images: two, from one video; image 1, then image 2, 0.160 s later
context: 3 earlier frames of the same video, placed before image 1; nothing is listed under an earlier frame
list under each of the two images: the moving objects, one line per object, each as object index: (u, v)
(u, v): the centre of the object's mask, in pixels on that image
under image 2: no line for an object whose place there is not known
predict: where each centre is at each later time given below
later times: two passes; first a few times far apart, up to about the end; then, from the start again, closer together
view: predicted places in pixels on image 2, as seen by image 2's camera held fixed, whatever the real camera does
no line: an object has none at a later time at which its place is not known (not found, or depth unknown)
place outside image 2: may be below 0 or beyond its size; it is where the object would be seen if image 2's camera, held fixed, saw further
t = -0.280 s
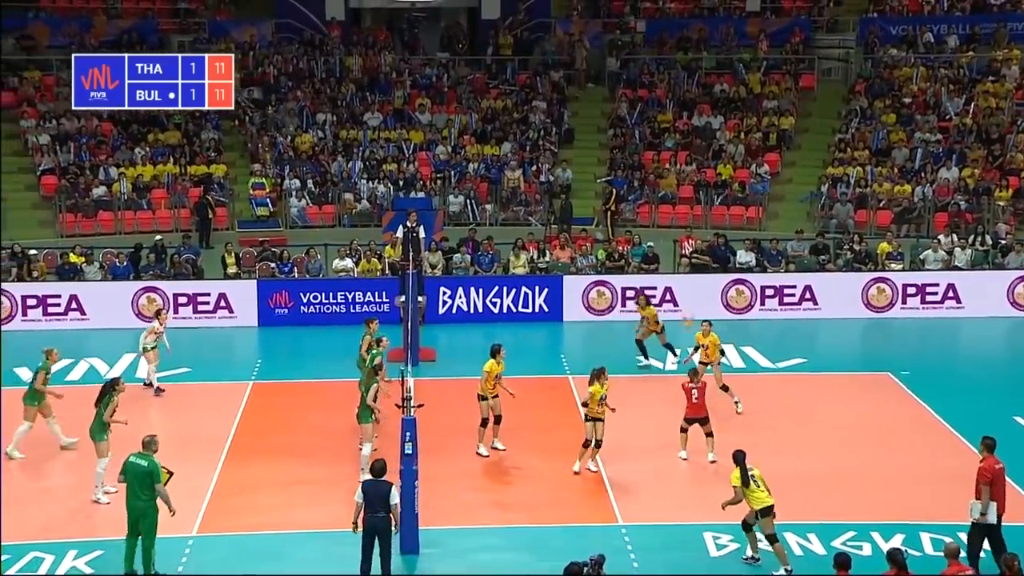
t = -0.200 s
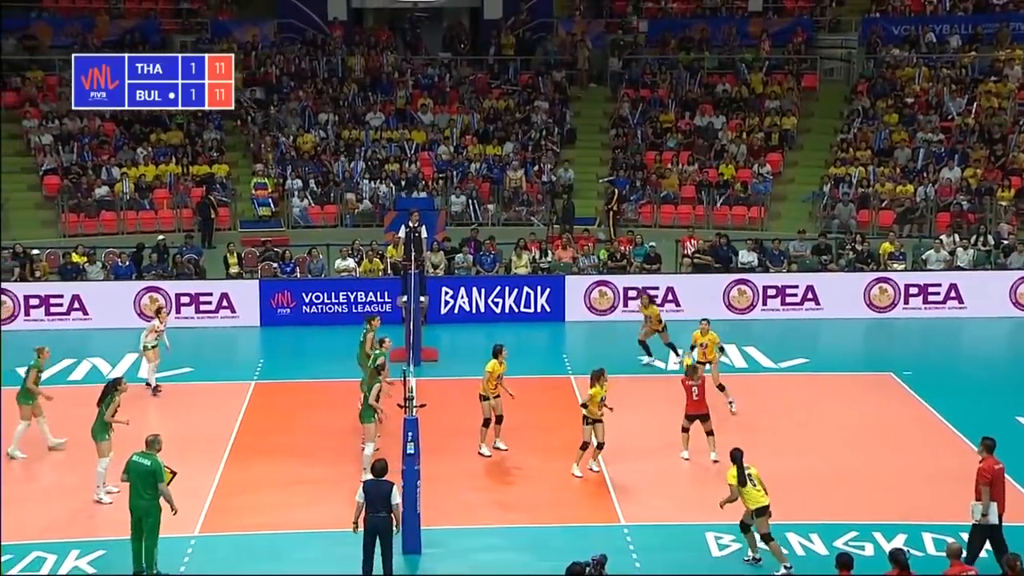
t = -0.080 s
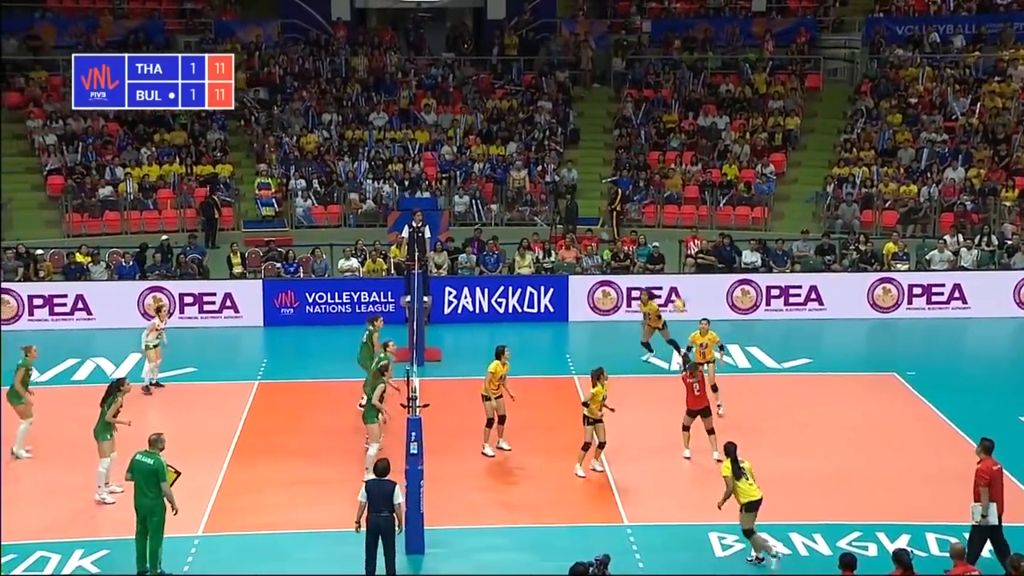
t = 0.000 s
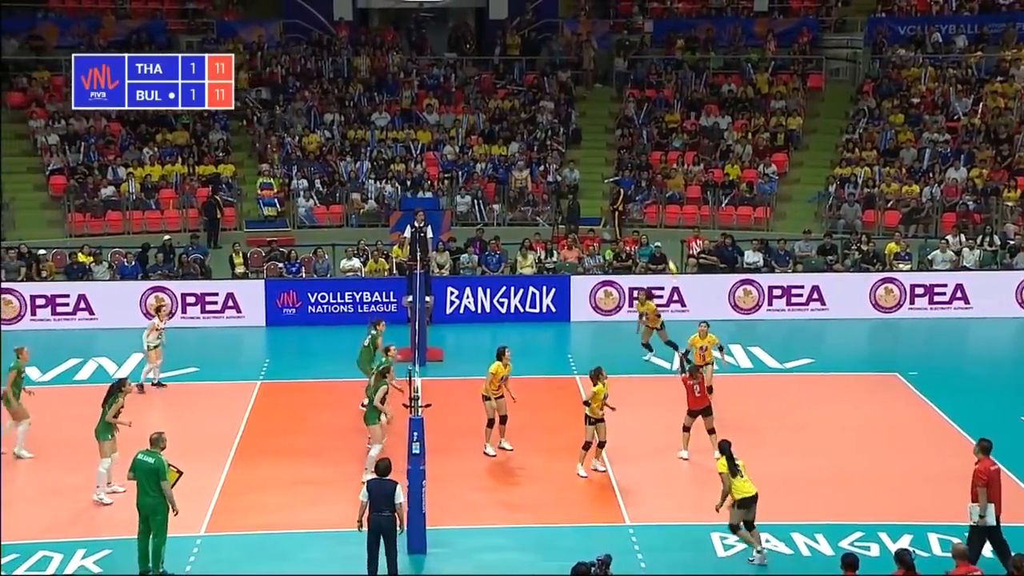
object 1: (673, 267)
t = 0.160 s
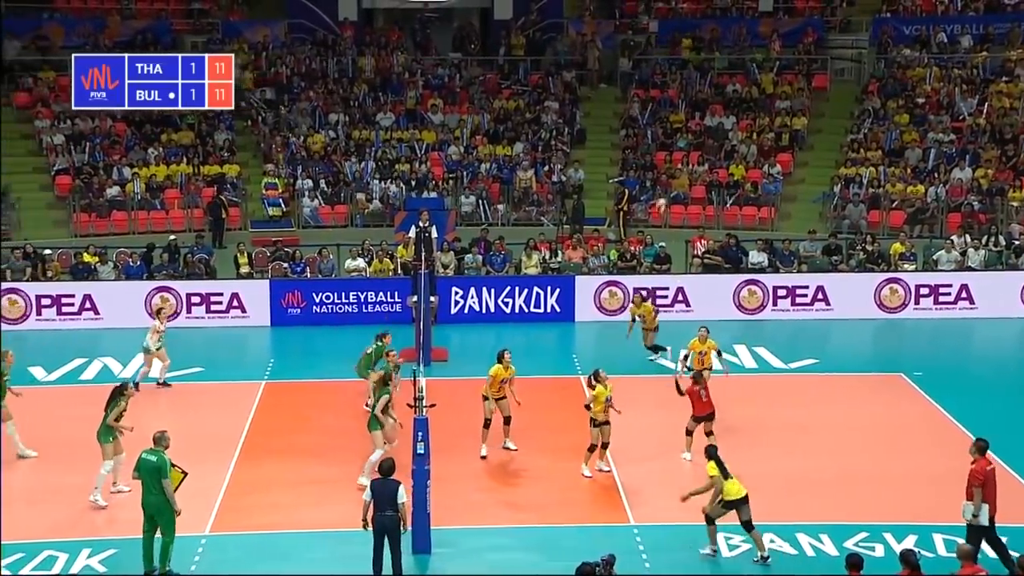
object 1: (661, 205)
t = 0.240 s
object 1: (654, 177)
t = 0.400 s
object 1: (642, 141)
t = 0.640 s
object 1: (620, 114)
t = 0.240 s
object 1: (654, 177)
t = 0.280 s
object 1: (651, 167)
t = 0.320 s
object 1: (648, 158)
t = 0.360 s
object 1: (645, 149)
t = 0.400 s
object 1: (642, 141)
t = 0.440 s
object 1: (638, 134)
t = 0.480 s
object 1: (633, 128)
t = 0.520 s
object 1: (630, 123)
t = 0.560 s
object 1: (627, 118)
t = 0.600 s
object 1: (623, 115)
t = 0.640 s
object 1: (620, 114)
